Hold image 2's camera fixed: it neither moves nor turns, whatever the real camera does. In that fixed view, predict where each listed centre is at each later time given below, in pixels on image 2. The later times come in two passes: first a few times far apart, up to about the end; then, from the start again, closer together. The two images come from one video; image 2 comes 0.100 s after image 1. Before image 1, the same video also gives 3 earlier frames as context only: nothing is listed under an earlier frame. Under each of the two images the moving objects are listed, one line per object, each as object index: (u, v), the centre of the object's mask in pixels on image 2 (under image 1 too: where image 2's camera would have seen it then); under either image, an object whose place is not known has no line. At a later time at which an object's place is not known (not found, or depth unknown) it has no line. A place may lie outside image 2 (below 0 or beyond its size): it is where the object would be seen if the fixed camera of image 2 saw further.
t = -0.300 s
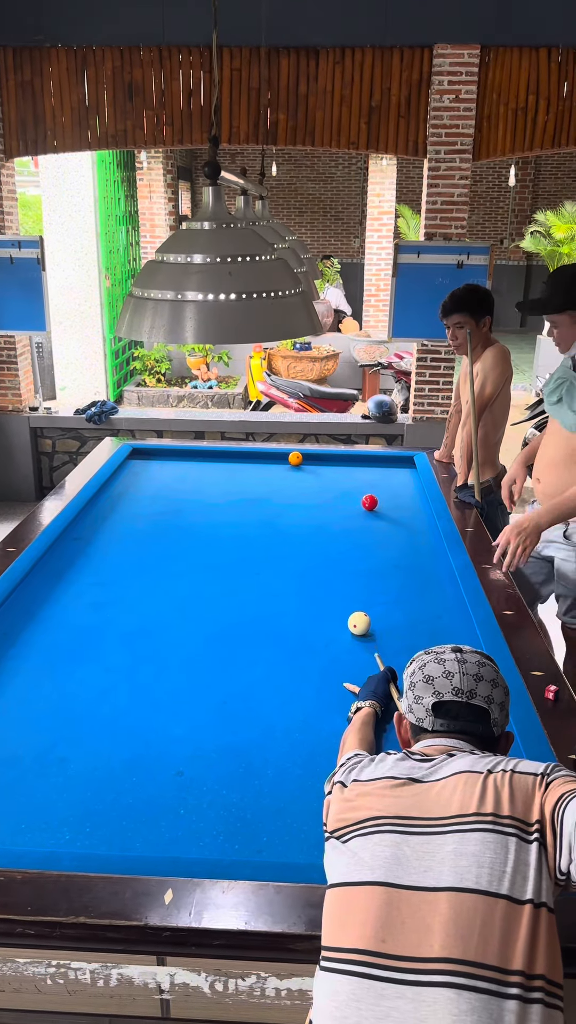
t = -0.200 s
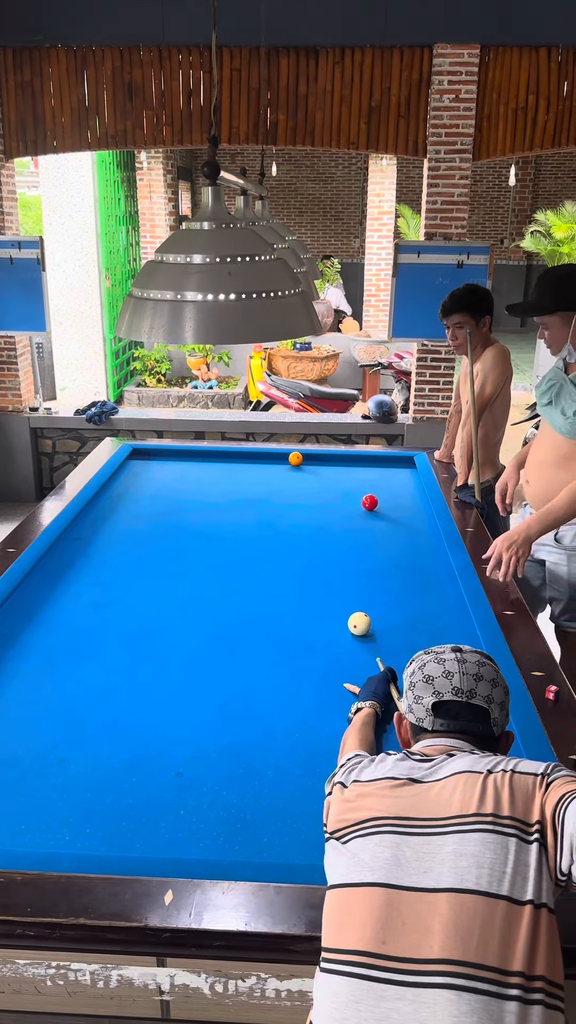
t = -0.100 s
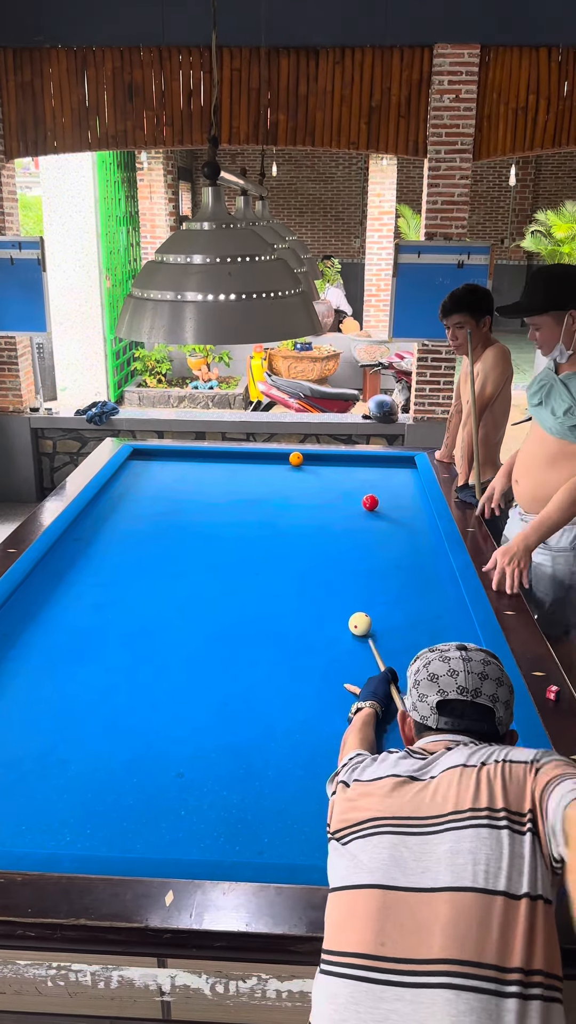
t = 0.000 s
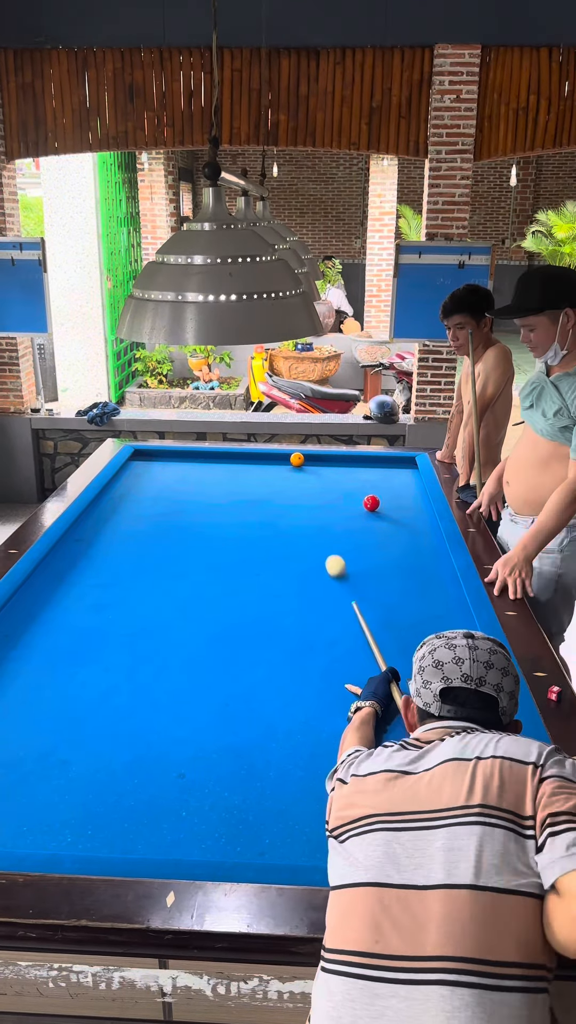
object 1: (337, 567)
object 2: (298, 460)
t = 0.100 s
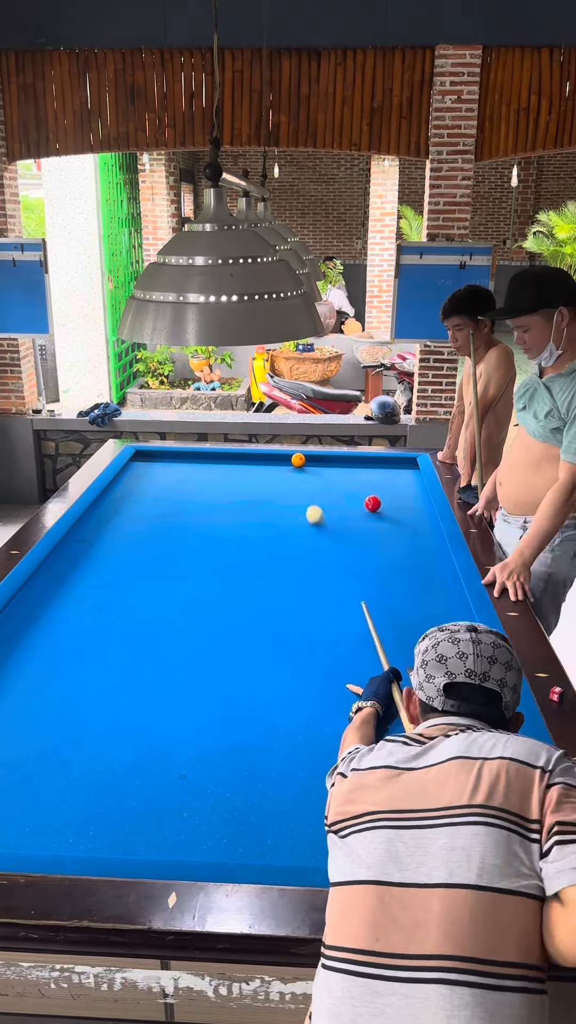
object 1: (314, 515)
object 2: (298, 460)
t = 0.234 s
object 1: (294, 468)
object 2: (299, 458)
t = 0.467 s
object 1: (211, 461)
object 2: (323, 488)
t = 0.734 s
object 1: (132, 465)
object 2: (350, 531)
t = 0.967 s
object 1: (173, 463)
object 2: (377, 575)
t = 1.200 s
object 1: (206, 459)
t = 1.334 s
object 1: (224, 457)
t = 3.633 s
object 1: (375, 485)
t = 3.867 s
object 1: (361, 488)
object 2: (188, 510)
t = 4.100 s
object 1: (348, 491)
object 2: (173, 496)
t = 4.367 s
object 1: (334, 494)
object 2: (158, 481)
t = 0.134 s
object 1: (308, 501)
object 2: (298, 460)
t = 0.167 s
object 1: (303, 489)
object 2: (298, 460)
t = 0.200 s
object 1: (298, 478)
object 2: (298, 460)
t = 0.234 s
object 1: (294, 468)
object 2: (299, 458)
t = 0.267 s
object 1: (284, 462)
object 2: (303, 458)
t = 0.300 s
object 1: (270, 460)
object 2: (306, 462)
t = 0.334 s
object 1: (256, 457)
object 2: (309, 468)
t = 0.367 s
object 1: (244, 457)
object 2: (313, 473)
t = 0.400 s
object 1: (233, 459)
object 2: (316, 478)
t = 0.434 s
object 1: (222, 460)
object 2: (320, 483)
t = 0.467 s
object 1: (211, 461)
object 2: (323, 488)
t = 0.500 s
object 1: (200, 462)
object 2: (326, 493)
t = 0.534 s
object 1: (189, 463)
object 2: (330, 498)
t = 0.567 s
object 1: (178, 464)
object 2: (333, 503)
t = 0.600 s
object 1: (168, 465)
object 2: (336, 508)
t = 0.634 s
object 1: (157, 465)
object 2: (339, 514)
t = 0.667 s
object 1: (147, 465)
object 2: (343, 519)
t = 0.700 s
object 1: (137, 465)
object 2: (347, 525)
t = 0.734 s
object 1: (132, 465)
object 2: (350, 531)
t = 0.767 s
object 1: (139, 465)
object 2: (354, 537)
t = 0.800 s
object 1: (146, 465)
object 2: (358, 544)
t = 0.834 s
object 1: (153, 465)
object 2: (362, 551)
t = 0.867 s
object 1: (158, 464)
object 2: (367, 557)
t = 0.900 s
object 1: (164, 464)
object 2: (371, 565)
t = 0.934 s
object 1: (169, 463)
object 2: (376, 572)
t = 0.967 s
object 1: (173, 463)
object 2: (377, 575)
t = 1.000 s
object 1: (178, 462)
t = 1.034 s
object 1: (183, 462)
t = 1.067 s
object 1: (188, 461)
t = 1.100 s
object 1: (192, 461)
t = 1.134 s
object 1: (197, 460)
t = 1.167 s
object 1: (202, 460)
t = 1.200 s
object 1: (206, 459)
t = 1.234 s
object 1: (210, 459)
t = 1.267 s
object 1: (215, 458)
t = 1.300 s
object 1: (219, 458)
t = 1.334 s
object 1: (224, 457)
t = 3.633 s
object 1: (375, 485)
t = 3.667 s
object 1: (373, 486)
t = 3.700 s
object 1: (371, 486)
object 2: (200, 521)
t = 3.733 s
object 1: (369, 487)
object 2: (197, 519)
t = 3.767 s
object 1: (367, 487)
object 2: (195, 517)
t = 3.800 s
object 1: (365, 487)
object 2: (192, 515)
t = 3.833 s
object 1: (363, 488)
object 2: (190, 512)
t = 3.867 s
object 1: (361, 488)
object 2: (188, 510)
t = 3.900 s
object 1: (360, 489)
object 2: (186, 508)
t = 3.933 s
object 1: (358, 489)
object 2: (183, 506)
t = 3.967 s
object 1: (356, 489)
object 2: (181, 504)
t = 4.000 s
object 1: (354, 490)
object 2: (179, 502)
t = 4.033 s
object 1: (352, 490)
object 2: (177, 500)
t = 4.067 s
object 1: (350, 491)
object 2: (175, 498)
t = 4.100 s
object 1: (348, 491)
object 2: (173, 496)
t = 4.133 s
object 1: (347, 491)
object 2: (171, 494)
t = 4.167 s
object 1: (345, 492)
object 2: (169, 492)
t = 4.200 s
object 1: (343, 492)
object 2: (167, 490)
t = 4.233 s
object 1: (341, 493)
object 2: (165, 489)
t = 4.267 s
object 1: (339, 493)
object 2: (163, 487)
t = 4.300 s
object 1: (337, 493)
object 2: (161, 485)
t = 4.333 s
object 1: (336, 494)
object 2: (159, 483)
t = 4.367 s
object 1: (334, 494)
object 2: (158, 481)
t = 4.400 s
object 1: (332, 494)
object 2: (156, 480)
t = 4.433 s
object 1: (330, 495)
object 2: (155, 478)
